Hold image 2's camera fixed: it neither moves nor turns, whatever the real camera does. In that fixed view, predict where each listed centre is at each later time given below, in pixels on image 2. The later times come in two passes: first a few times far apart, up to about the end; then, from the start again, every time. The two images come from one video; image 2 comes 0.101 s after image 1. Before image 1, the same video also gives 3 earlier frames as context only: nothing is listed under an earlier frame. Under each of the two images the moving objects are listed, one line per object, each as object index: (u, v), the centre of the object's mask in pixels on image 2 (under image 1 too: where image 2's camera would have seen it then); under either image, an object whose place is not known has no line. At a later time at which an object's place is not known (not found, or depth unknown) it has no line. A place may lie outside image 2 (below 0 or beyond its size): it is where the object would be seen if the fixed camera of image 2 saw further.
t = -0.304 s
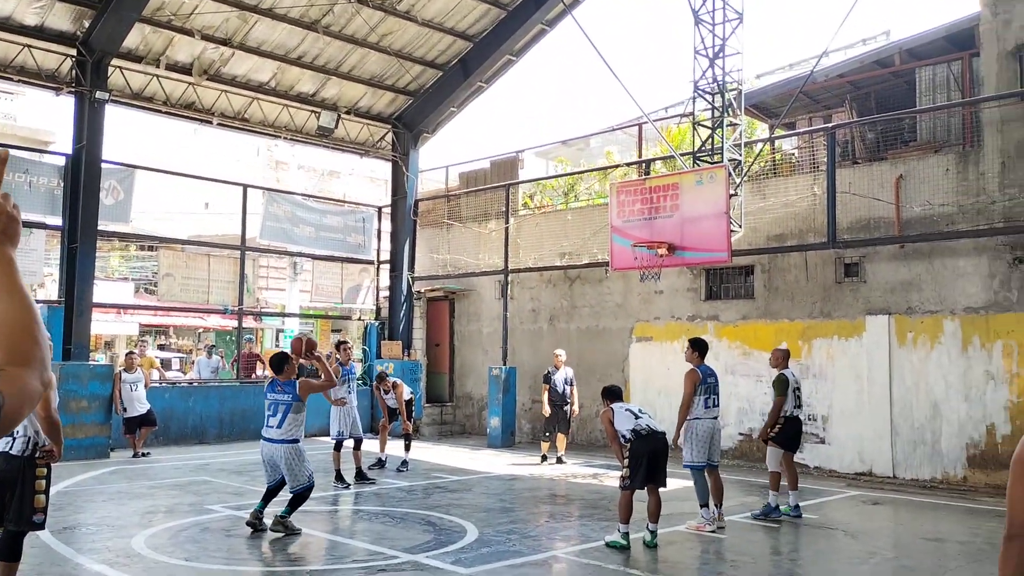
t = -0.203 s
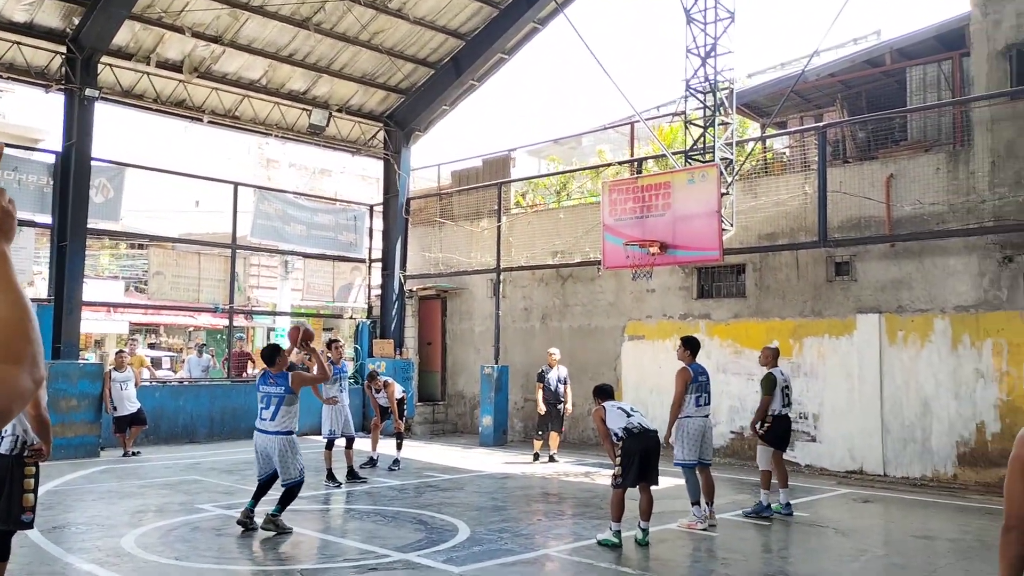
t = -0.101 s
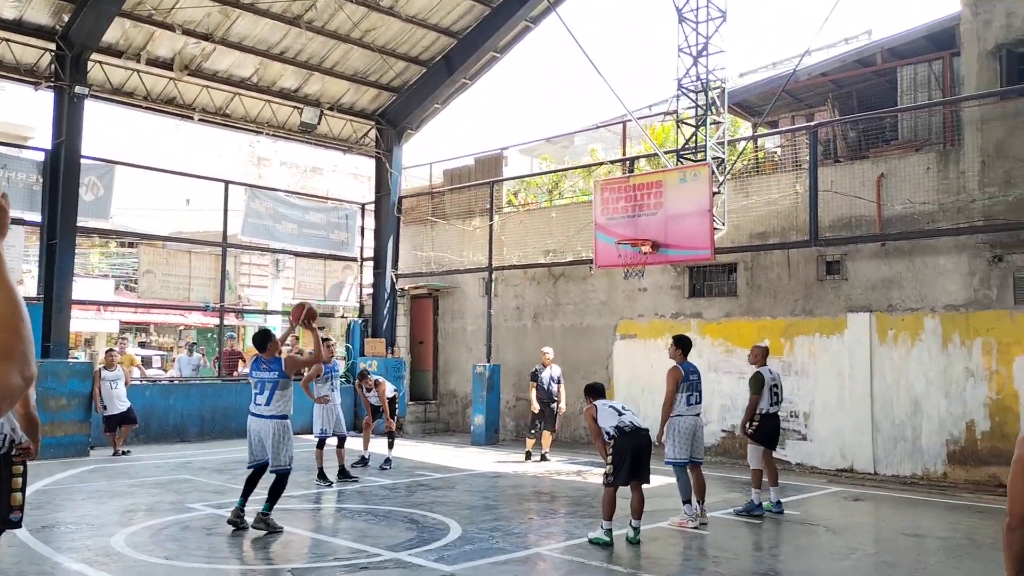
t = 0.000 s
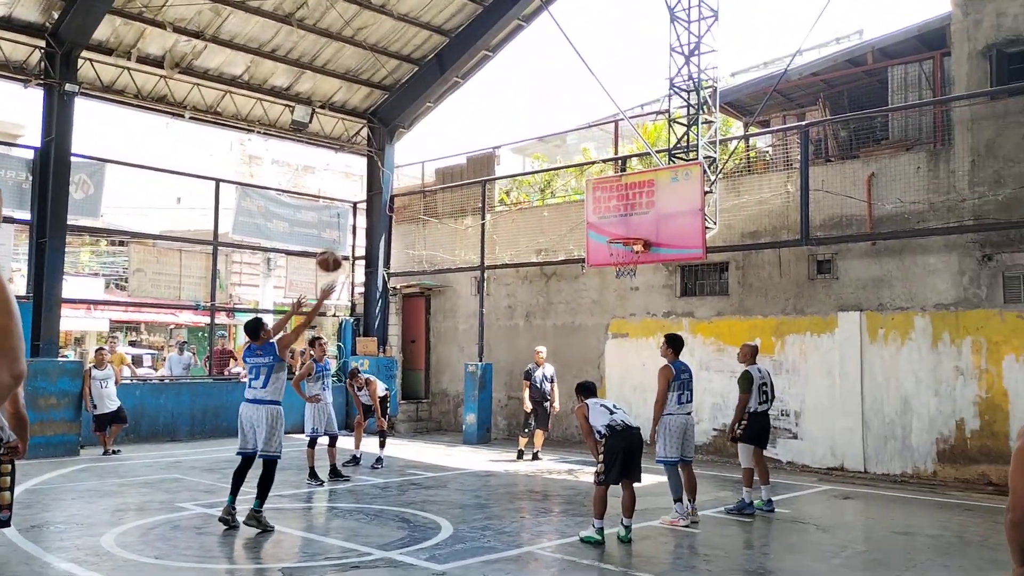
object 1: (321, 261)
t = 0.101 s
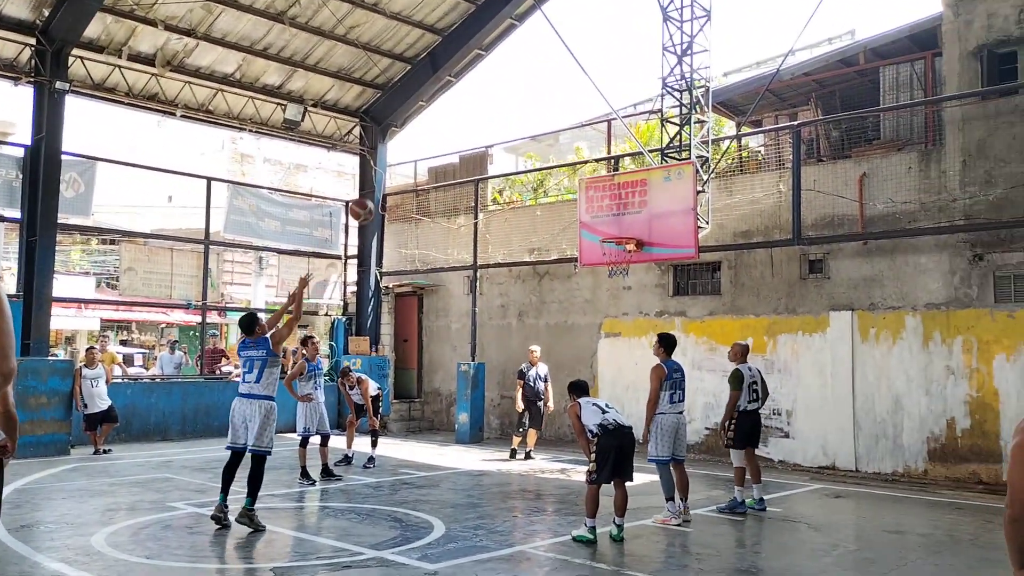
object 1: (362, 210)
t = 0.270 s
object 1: (420, 158)
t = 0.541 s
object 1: (498, 134)
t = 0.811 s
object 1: (563, 169)
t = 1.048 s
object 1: (611, 232)
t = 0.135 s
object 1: (372, 198)
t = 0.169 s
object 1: (385, 186)
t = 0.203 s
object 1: (397, 175)
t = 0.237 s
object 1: (409, 166)
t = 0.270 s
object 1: (420, 158)
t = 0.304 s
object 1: (431, 151)
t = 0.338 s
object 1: (441, 145)
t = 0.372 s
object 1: (451, 141)
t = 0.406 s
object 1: (461, 137)
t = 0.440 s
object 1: (471, 135)
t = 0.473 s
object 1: (480, 134)
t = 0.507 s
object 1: (489, 134)
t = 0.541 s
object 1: (498, 134)
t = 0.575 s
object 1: (507, 135)
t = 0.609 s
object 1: (516, 138)
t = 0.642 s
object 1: (524, 141)
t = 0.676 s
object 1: (532, 145)
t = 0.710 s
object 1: (540, 149)
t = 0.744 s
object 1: (548, 155)
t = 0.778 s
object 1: (555, 162)
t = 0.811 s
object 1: (563, 169)
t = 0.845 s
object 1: (571, 176)
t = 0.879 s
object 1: (578, 185)
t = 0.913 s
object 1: (585, 194)
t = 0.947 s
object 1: (591, 205)
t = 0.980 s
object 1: (598, 216)
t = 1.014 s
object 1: (605, 227)
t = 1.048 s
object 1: (611, 232)
